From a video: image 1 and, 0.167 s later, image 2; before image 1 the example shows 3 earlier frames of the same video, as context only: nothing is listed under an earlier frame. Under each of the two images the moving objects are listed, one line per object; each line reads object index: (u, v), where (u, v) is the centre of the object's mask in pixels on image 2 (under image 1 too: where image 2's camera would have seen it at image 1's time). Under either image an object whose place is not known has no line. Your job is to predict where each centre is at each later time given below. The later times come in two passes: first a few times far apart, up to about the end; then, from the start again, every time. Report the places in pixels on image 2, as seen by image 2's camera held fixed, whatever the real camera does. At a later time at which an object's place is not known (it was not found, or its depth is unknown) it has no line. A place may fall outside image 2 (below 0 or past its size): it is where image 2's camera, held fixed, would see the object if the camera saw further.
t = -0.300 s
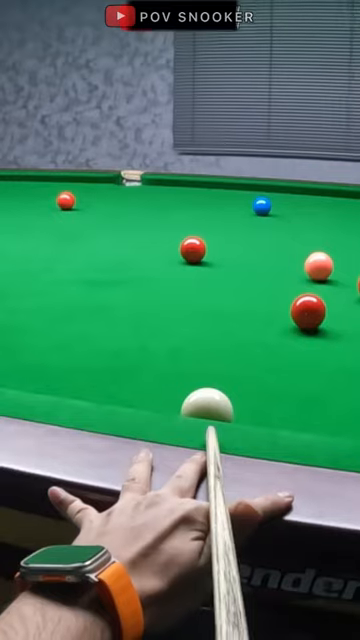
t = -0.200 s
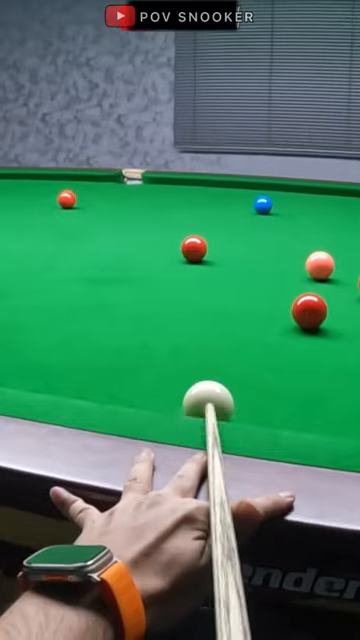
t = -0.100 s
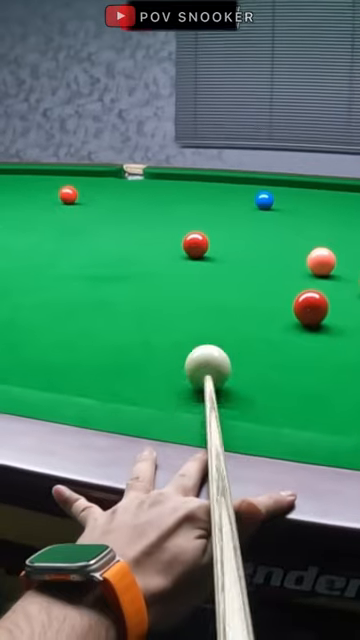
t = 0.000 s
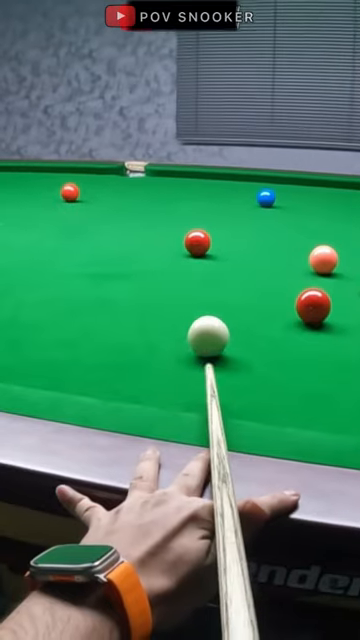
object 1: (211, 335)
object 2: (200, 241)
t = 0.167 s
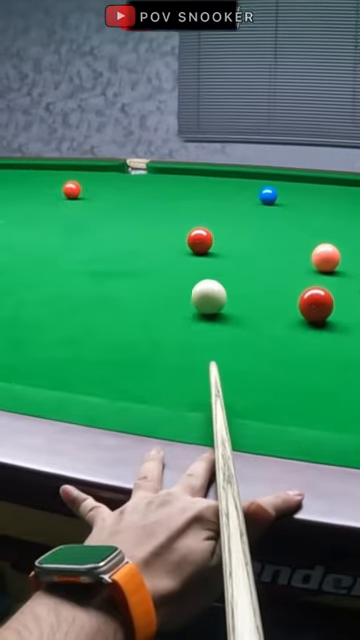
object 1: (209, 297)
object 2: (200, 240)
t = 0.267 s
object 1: (207, 279)
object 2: (200, 240)
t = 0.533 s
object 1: (207, 246)
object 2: (195, 234)
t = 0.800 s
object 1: (222, 239)
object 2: (185, 222)
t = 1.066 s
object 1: (234, 234)
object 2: (176, 211)
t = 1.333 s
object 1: (244, 229)
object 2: (169, 201)
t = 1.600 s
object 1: (252, 226)
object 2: (163, 193)
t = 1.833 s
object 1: (259, 223)
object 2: (159, 187)
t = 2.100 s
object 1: (264, 221)
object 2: (155, 182)
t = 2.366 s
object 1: (269, 219)
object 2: (152, 177)
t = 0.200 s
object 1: (208, 291)
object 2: (200, 240)
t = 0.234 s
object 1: (208, 285)
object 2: (200, 240)
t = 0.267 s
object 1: (207, 279)
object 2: (200, 240)
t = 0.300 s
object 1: (207, 274)
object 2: (200, 240)
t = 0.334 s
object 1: (207, 269)
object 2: (200, 240)
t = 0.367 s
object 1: (206, 264)
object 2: (200, 239)
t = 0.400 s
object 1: (206, 259)
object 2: (199, 237)
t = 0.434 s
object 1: (206, 256)
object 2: (198, 236)
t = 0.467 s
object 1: (206, 251)
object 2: (198, 235)
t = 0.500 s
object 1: (206, 248)
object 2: (196, 234)
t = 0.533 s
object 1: (207, 246)
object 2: (195, 234)
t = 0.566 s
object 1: (209, 245)
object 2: (194, 233)
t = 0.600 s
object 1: (211, 245)
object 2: (193, 232)
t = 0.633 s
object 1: (213, 244)
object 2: (192, 231)
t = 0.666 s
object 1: (215, 243)
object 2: (191, 229)
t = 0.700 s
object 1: (217, 242)
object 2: (190, 227)
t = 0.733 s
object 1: (219, 241)
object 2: (188, 225)
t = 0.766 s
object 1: (220, 240)
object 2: (187, 224)
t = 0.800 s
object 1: (222, 239)
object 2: (185, 222)
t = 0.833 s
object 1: (224, 239)
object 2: (184, 221)
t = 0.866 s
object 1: (225, 238)
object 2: (183, 219)
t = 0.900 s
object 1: (227, 237)
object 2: (182, 218)
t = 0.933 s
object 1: (229, 237)
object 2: (181, 216)
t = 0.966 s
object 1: (230, 236)
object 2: (180, 215)
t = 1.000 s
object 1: (231, 235)
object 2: (179, 213)
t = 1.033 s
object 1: (233, 235)
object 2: (177, 212)
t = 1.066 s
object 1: (234, 234)
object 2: (176, 211)
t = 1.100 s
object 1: (236, 233)
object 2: (175, 209)
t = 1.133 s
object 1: (237, 233)
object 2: (175, 208)
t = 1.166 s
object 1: (238, 232)
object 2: (174, 206)
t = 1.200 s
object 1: (239, 231)
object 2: (173, 205)
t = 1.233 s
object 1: (241, 231)
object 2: (172, 205)
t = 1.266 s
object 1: (242, 230)
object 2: (171, 203)
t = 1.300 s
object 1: (243, 230)
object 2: (170, 202)
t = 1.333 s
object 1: (244, 229)
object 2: (169, 201)
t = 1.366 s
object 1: (245, 229)
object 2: (168, 200)
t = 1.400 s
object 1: (246, 228)
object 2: (167, 199)
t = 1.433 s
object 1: (247, 228)
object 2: (167, 198)
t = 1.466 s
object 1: (248, 227)
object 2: (166, 197)
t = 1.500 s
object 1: (249, 227)
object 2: (165, 196)
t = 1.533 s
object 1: (250, 226)
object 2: (165, 195)
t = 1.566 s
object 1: (251, 226)
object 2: (164, 194)
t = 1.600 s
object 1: (252, 226)
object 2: (163, 193)
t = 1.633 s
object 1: (253, 225)
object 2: (163, 192)
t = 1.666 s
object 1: (254, 225)
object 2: (162, 192)
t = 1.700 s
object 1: (255, 224)
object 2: (161, 191)
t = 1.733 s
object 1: (256, 224)
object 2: (161, 190)
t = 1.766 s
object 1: (257, 224)
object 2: (160, 189)
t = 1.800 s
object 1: (258, 223)
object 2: (159, 188)
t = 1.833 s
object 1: (259, 223)
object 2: (159, 187)
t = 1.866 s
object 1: (259, 222)
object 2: (158, 186)
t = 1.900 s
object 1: (260, 222)
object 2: (158, 186)
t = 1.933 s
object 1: (261, 222)
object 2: (157, 185)
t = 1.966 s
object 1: (262, 222)
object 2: (157, 185)
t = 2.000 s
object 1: (262, 222)
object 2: (157, 184)
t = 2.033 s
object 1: (263, 221)
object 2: (156, 183)
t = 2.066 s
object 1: (264, 221)
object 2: (155, 182)
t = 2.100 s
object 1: (264, 221)
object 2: (155, 182)
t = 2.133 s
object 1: (265, 220)
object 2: (155, 181)
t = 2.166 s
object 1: (266, 220)
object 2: (154, 180)
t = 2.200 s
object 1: (266, 220)
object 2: (154, 180)
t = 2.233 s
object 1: (267, 219)
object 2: (153, 179)
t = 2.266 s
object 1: (267, 219)
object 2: (153, 179)
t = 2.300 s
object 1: (268, 219)
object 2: (152, 178)
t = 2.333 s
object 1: (268, 219)
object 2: (152, 178)
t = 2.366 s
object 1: (269, 219)
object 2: (152, 177)
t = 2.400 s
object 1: (269, 218)
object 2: (151, 177)
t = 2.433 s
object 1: (270, 218)
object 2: (151, 176)
